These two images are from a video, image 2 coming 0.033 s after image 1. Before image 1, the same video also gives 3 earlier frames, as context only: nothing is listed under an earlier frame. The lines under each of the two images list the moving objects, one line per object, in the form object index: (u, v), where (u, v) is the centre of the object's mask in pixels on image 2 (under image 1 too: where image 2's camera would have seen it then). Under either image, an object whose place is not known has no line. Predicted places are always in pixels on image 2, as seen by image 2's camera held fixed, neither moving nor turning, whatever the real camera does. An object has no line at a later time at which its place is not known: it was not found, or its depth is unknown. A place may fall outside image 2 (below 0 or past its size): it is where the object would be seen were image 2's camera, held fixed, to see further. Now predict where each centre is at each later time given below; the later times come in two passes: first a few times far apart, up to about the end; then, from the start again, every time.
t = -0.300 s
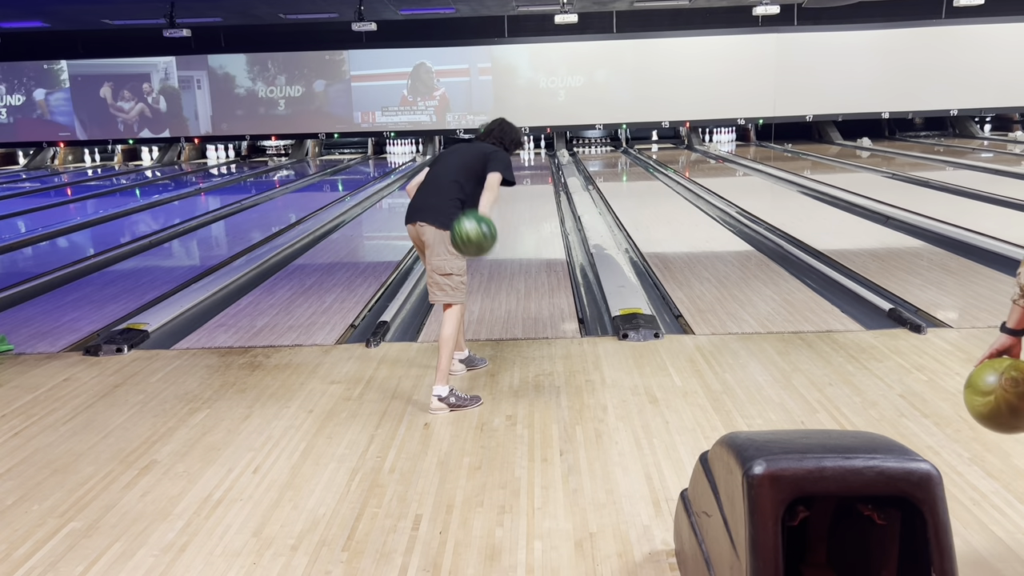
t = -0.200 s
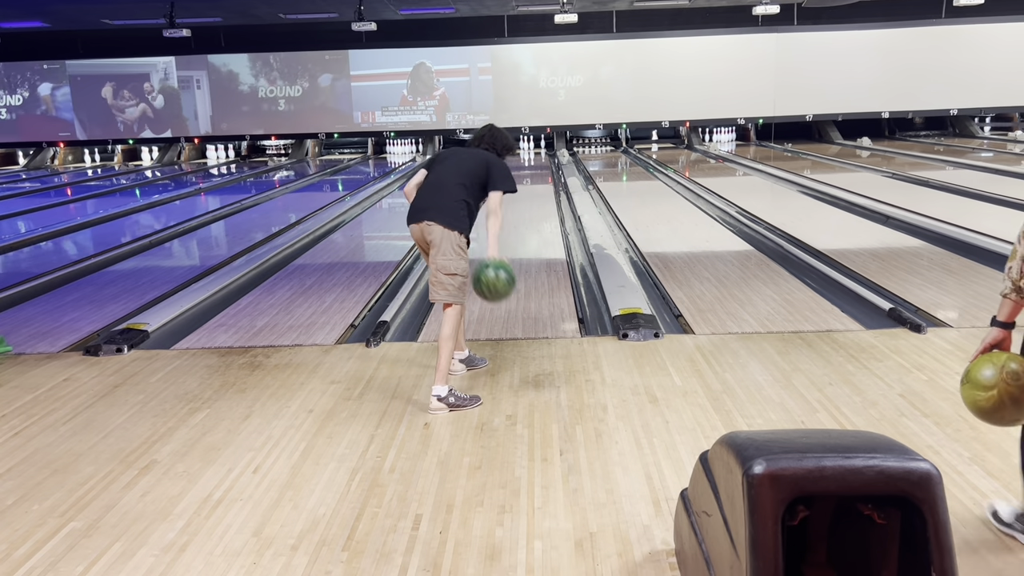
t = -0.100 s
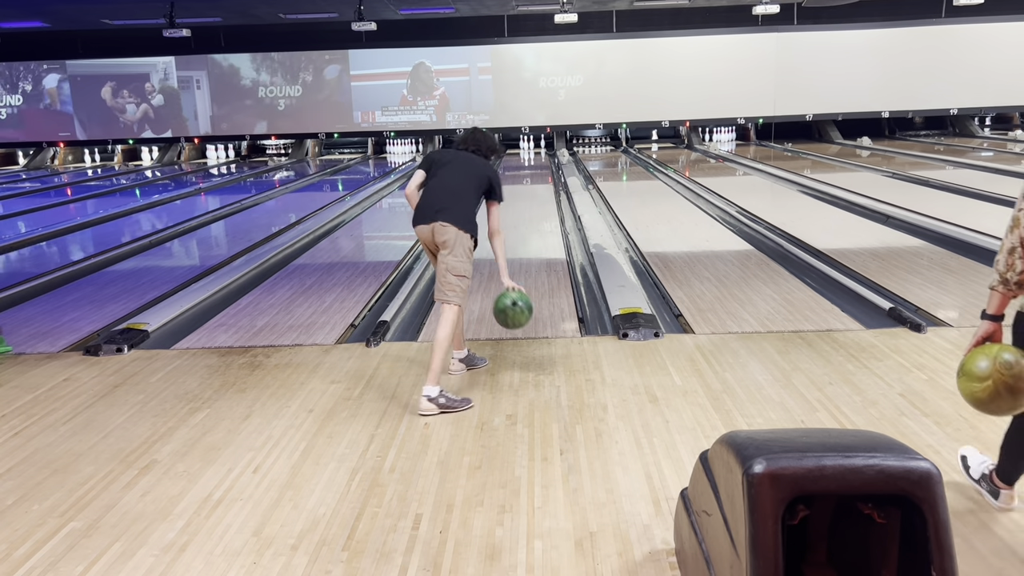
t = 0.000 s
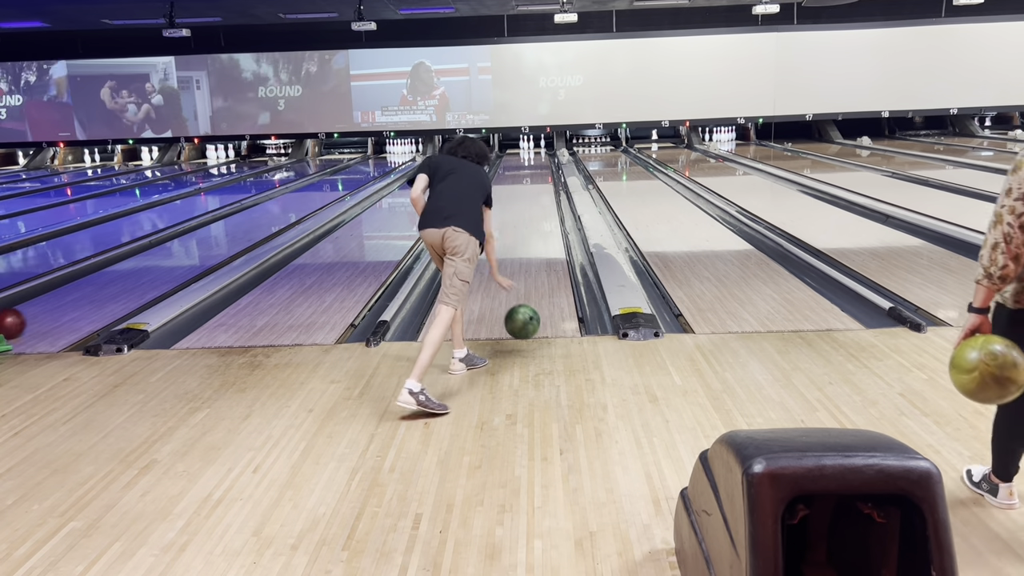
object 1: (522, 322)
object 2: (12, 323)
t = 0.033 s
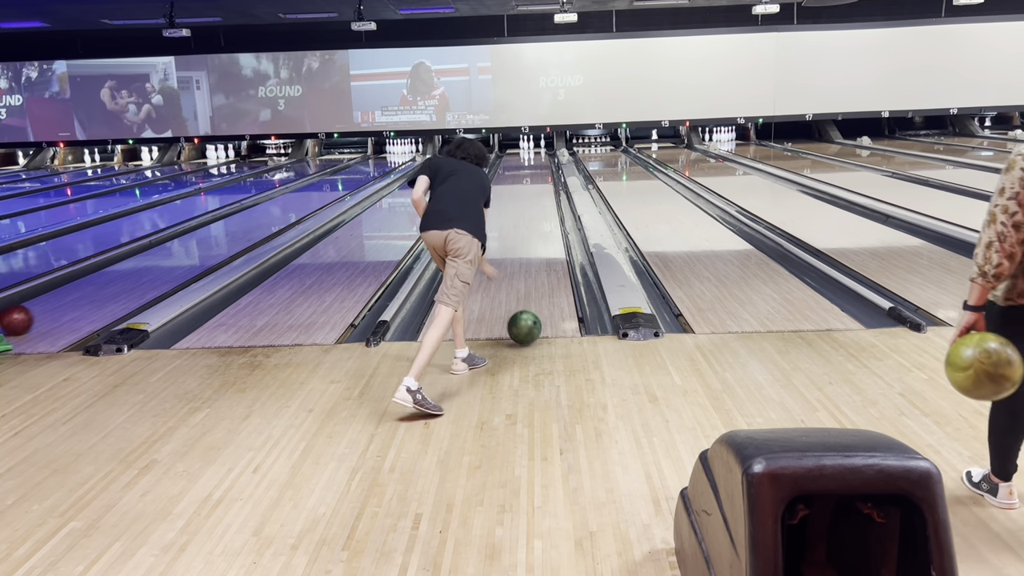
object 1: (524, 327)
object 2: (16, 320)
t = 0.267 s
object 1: (532, 286)
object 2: (65, 298)
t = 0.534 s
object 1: (538, 254)
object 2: (111, 277)
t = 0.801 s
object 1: (542, 231)
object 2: (149, 260)
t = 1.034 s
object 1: (544, 216)
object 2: (177, 248)
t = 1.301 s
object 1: (546, 203)
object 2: (204, 236)
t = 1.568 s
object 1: (547, 192)
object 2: (228, 226)
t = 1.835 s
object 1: (548, 184)
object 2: (249, 217)
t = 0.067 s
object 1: (525, 321)
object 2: (23, 317)
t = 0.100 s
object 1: (527, 315)
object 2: (31, 313)
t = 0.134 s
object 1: (528, 309)
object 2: (38, 310)
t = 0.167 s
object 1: (529, 303)
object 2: (45, 307)
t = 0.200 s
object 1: (530, 297)
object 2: (52, 304)
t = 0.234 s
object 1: (531, 292)
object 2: (59, 301)
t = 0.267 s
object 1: (532, 286)
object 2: (65, 298)
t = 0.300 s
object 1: (533, 282)
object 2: (71, 295)
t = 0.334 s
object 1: (533, 277)
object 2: (78, 292)
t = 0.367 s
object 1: (534, 273)
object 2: (84, 290)
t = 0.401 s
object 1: (535, 269)
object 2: (89, 287)
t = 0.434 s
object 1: (536, 265)
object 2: (95, 284)
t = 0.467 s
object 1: (536, 261)
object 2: (101, 282)
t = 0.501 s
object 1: (537, 257)
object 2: (106, 280)
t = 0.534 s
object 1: (538, 254)
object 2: (111, 277)
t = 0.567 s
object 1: (538, 250)
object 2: (116, 275)
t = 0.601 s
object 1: (539, 247)
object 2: (121, 273)
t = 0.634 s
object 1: (539, 244)
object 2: (126, 271)
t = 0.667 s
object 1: (540, 241)
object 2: (131, 268)
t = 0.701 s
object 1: (540, 238)
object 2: (135, 266)
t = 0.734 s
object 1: (541, 236)
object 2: (140, 264)
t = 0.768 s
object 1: (541, 233)
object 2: (145, 262)
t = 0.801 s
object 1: (542, 231)
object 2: (149, 260)
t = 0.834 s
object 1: (542, 229)
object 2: (153, 258)
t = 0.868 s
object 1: (542, 226)
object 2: (157, 256)
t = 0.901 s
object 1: (543, 224)
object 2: (161, 255)
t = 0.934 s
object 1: (543, 222)
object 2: (165, 253)
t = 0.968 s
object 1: (543, 220)
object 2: (169, 251)
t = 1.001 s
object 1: (544, 218)
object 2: (173, 250)
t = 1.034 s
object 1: (544, 216)
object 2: (177, 248)
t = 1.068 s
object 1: (544, 214)
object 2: (180, 246)
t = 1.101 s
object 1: (545, 213)
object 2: (184, 245)
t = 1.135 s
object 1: (545, 211)
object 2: (188, 243)
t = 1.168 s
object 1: (545, 209)
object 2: (191, 242)
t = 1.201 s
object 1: (545, 208)
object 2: (194, 240)
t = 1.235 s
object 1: (545, 206)
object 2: (198, 239)
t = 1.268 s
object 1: (546, 204)
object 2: (201, 238)
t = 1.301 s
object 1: (546, 203)
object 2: (204, 236)
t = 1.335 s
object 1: (546, 202)
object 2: (207, 235)
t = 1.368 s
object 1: (546, 200)
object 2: (210, 233)
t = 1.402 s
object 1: (546, 199)
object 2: (213, 232)
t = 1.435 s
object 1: (547, 197)
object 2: (217, 231)
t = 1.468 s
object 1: (547, 196)
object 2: (219, 230)
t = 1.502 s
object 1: (547, 195)
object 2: (222, 228)
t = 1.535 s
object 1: (547, 194)
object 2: (225, 227)
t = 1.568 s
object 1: (547, 192)
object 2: (228, 226)
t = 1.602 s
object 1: (547, 191)
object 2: (230, 224)
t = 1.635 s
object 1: (547, 190)
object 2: (233, 223)
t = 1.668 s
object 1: (548, 189)
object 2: (236, 222)
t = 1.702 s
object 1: (548, 188)
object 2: (238, 221)
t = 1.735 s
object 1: (548, 187)
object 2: (241, 220)
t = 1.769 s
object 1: (548, 186)
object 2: (244, 219)
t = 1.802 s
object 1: (548, 185)
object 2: (246, 218)
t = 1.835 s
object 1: (548, 184)
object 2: (249, 217)
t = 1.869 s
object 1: (549, 183)
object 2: (251, 216)
